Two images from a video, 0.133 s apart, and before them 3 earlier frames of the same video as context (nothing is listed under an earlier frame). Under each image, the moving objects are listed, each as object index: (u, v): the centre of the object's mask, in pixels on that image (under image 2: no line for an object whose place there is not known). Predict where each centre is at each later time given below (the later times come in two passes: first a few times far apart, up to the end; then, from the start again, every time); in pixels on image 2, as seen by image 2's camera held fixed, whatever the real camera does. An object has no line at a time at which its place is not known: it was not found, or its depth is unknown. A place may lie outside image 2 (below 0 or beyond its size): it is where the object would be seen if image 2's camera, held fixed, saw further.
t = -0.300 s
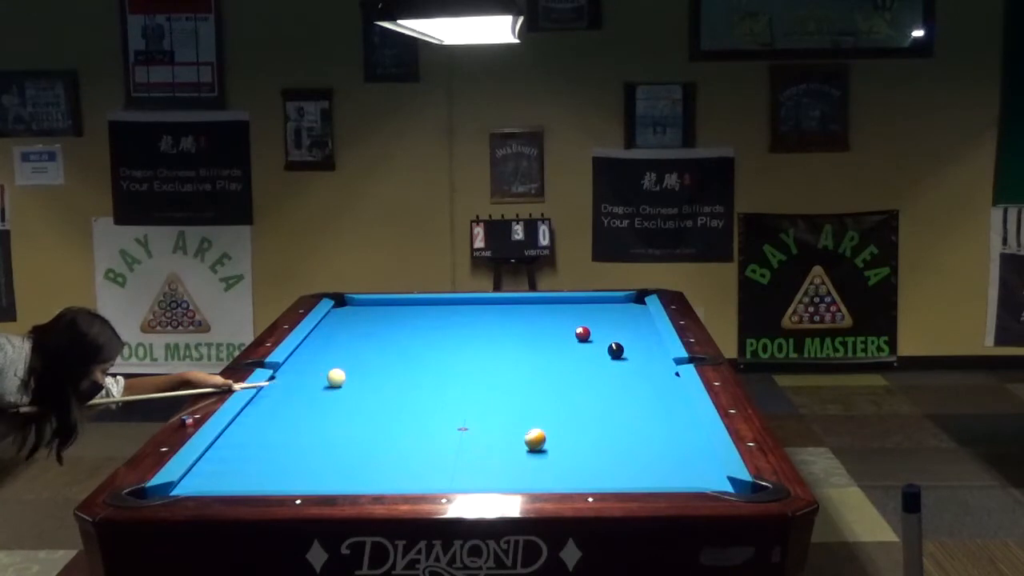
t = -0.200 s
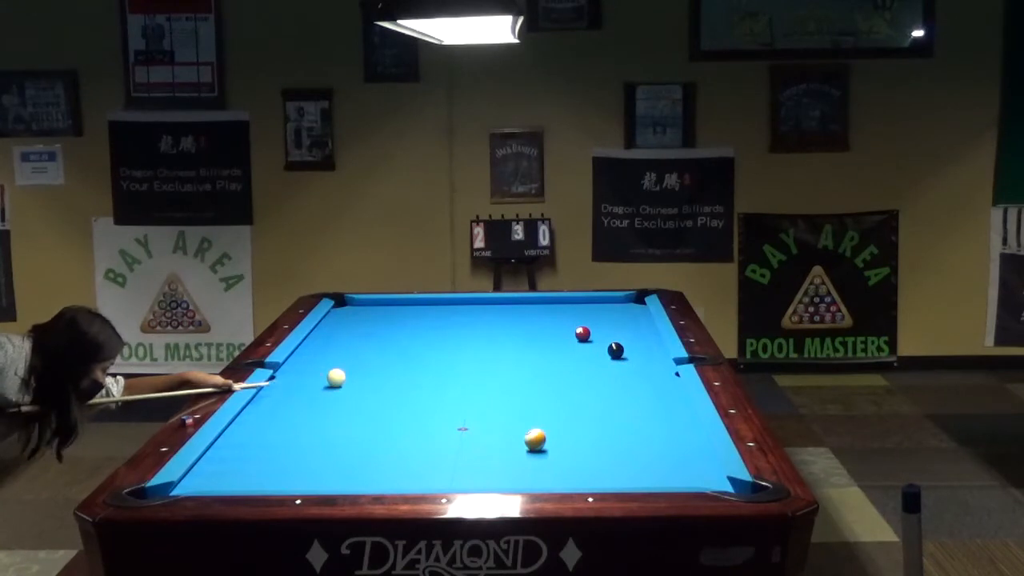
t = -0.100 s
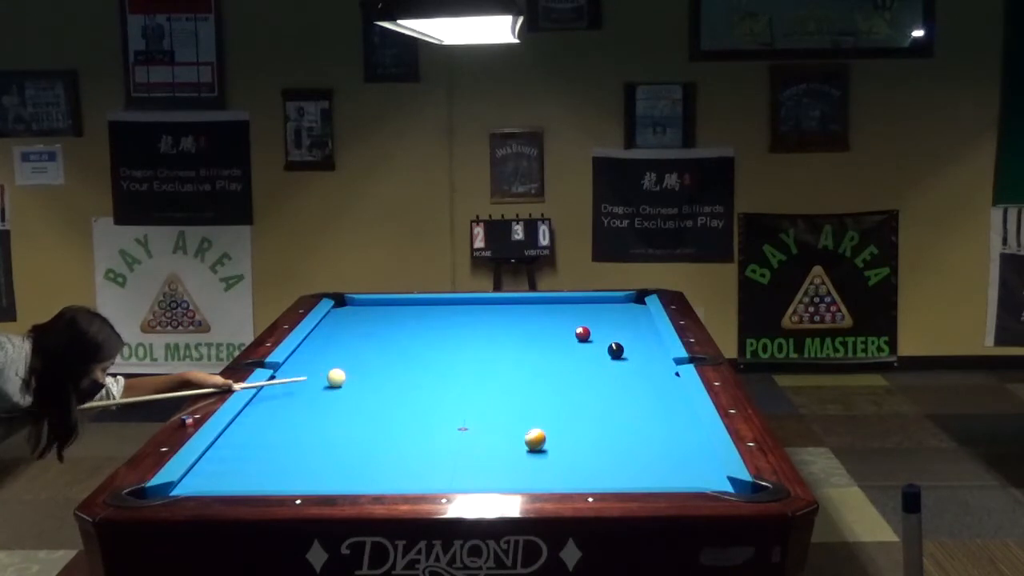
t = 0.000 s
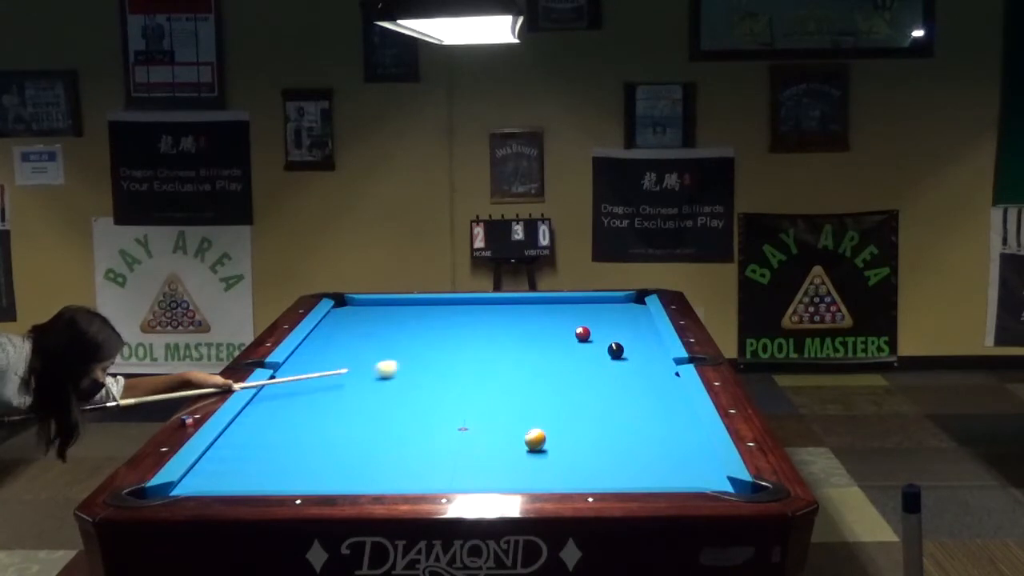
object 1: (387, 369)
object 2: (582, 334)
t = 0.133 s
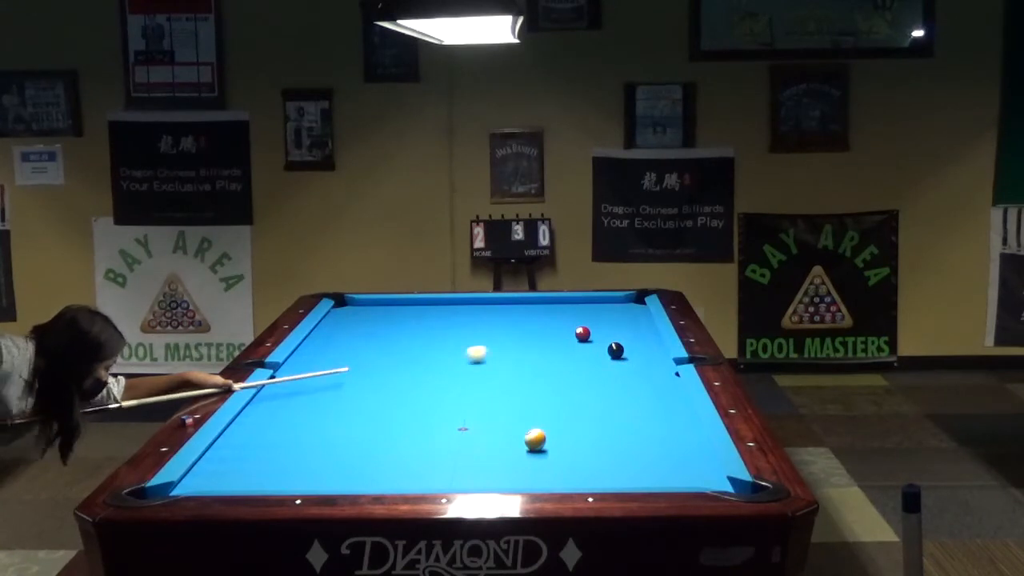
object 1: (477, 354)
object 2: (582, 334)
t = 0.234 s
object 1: (539, 343)
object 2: (582, 334)
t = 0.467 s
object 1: (650, 337)
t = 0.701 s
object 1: (592, 339)
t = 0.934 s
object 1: (535, 341)
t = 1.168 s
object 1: (479, 343)
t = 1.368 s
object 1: (432, 344)
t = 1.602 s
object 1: (378, 346)
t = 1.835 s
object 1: (325, 348)
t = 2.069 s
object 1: (321, 349)
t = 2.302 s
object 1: (351, 349)
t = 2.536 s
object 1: (380, 349)
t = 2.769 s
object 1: (408, 349)
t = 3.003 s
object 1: (435, 350)
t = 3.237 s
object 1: (460, 350)
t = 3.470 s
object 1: (485, 350)
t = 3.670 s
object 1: (505, 350)
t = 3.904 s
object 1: (528, 351)
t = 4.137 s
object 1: (550, 351)
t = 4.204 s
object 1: (556, 351)
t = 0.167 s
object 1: (498, 350)
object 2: (582, 334)
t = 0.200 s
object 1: (519, 347)
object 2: (582, 334)
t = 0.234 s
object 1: (539, 343)
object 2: (582, 334)
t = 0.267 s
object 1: (558, 340)
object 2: (582, 334)
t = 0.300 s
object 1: (578, 336)
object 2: (588, 331)
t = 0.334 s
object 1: (593, 337)
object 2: (586, 327)
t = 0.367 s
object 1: (606, 337)
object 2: (592, 327)
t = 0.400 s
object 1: (621, 337)
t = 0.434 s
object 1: (636, 337)
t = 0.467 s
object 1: (650, 337)
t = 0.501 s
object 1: (647, 338)
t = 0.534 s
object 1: (637, 338)
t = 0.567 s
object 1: (626, 338)
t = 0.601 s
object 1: (618, 337)
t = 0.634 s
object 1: (607, 338)
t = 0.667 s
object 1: (600, 339)
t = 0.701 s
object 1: (592, 339)
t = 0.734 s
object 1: (584, 340)
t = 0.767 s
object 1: (575, 340)
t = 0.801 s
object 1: (568, 340)
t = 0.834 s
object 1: (559, 340)
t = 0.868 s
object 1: (551, 341)
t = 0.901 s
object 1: (543, 341)
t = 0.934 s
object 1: (535, 341)
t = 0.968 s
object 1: (527, 342)
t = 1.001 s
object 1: (519, 342)
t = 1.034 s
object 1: (511, 342)
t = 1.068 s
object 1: (503, 342)
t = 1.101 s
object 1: (495, 342)
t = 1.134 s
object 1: (487, 343)
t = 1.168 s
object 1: (479, 343)
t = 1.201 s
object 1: (471, 343)
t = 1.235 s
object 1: (463, 343)
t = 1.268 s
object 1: (455, 344)
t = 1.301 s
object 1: (448, 344)
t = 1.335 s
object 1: (440, 344)
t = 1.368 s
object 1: (432, 344)
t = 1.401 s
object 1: (424, 345)
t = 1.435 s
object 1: (416, 345)
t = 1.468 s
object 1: (409, 345)
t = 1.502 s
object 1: (401, 345)
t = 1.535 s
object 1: (393, 346)
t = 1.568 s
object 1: (385, 346)
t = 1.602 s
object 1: (378, 346)
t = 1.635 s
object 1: (370, 346)
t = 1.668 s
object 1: (362, 347)
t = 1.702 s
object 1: (355, 347)
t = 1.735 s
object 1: (347, 347)
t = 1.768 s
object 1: (340, 347)
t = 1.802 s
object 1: (332, 348)
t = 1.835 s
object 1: (325, 348)
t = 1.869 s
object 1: (317, 348)
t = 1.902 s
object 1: (310, 348)
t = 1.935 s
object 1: (303, 348)
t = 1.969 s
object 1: (307, 348)
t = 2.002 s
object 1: (312, 349)
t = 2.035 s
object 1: (317, 348)
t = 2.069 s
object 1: (321, 349)
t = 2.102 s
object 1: (325, 349)
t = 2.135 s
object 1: (329, 349)
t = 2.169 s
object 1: (334, 349)
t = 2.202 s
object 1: (338, 349)
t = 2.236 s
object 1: (342, 349)
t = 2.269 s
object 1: (347, 349)
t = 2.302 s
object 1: (351, 349)
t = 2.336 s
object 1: (355, 349)
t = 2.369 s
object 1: (359, 349)
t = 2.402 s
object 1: (364, 349)
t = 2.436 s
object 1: (368, 349)
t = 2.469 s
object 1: (372, 349)
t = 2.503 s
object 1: (376, 349)
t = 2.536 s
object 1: (380, 349)
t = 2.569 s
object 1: (384, 349)
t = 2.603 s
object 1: (388, 349)
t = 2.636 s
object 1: (392, 349)
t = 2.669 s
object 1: (396, 349)
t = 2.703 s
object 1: (400, 349)
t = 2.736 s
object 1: (404, 349)
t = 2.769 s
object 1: (408, 349)
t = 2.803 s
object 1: (412, 349)
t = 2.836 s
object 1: (416, 349)
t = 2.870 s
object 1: (419, 350)
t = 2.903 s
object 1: (423, 350)
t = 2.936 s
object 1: (427, 350)
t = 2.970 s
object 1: (431, 350)
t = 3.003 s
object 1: (435, 350)
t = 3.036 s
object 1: (438, 350)
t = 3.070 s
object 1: (442, 350)
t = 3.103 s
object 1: (446, 350)
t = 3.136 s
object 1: (449, 350)
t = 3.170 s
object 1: (453, 350)
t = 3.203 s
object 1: (457, 350)
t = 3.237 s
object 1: (460, 350)
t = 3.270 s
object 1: (464, 350)
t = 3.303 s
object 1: (468, 350)
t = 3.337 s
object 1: (471, 350)
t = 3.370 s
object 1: (475, 350)
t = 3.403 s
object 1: (478, 350)
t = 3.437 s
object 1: (482, 350)
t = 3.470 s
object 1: (485, 350)
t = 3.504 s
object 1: (489, 350)
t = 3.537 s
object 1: (492, 350)
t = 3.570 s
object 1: (495, 350)
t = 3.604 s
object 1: (499, 350)
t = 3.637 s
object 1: (502, 350)
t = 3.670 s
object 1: (505, 350)
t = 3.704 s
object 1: (509, 351)
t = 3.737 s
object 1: (512, 351)
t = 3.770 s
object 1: (515, 351)
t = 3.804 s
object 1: (518, 351)
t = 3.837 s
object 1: (522, 351)
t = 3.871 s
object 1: (525, 351)
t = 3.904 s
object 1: (528, 351)
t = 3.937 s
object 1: (531, 351)
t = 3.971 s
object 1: (535, 351)
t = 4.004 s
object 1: (537, 351)
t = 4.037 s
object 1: (541, 351)
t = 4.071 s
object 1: (543, 351)
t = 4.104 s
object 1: (547, 351)
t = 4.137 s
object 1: (550, 351)
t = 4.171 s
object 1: (553, 351)
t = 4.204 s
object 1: (556, 351)
